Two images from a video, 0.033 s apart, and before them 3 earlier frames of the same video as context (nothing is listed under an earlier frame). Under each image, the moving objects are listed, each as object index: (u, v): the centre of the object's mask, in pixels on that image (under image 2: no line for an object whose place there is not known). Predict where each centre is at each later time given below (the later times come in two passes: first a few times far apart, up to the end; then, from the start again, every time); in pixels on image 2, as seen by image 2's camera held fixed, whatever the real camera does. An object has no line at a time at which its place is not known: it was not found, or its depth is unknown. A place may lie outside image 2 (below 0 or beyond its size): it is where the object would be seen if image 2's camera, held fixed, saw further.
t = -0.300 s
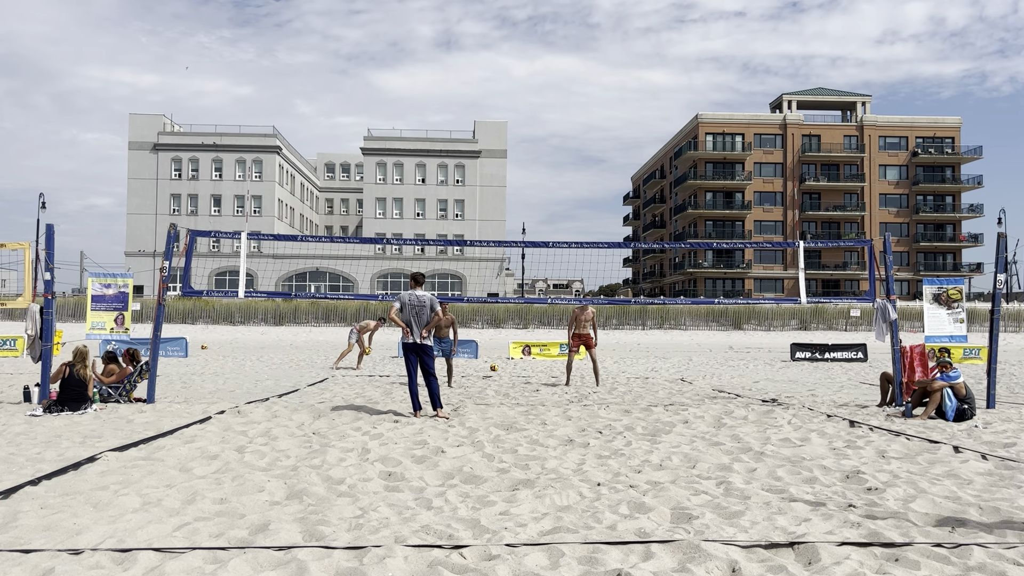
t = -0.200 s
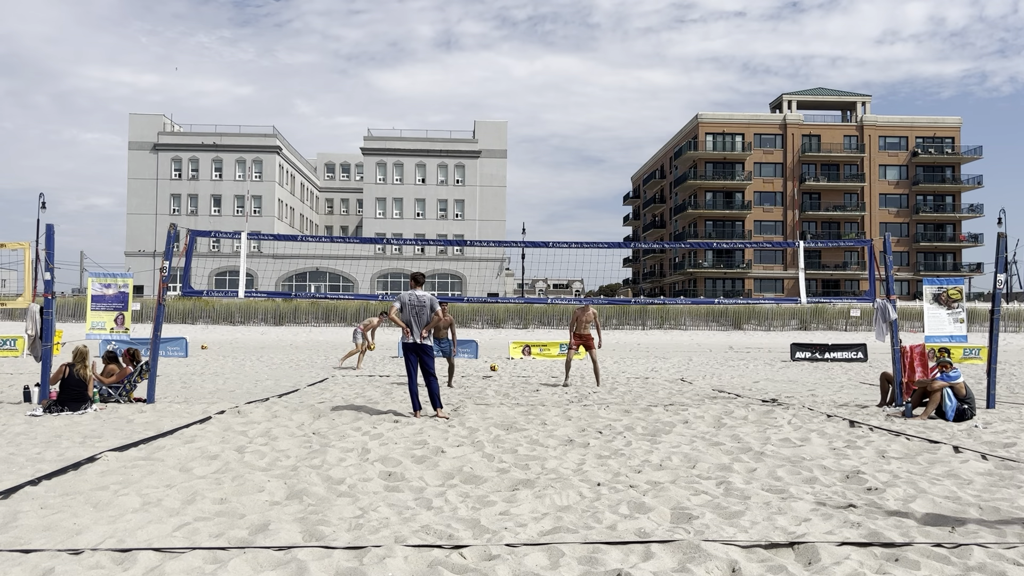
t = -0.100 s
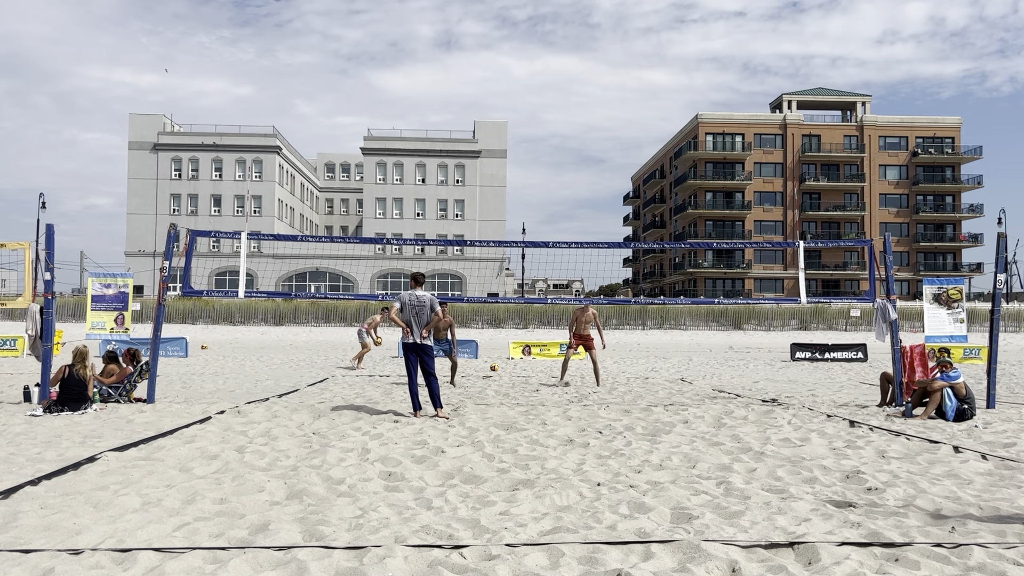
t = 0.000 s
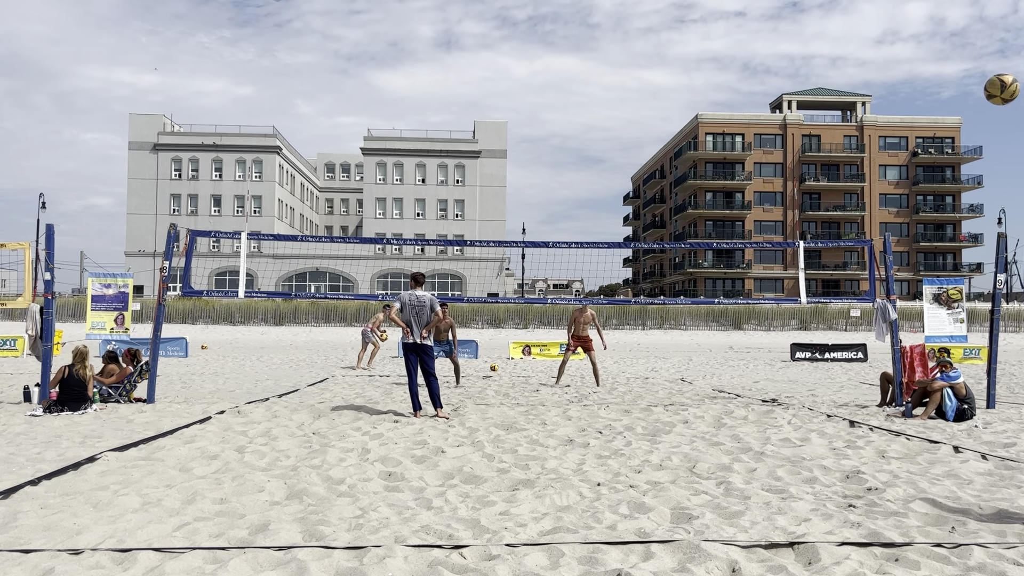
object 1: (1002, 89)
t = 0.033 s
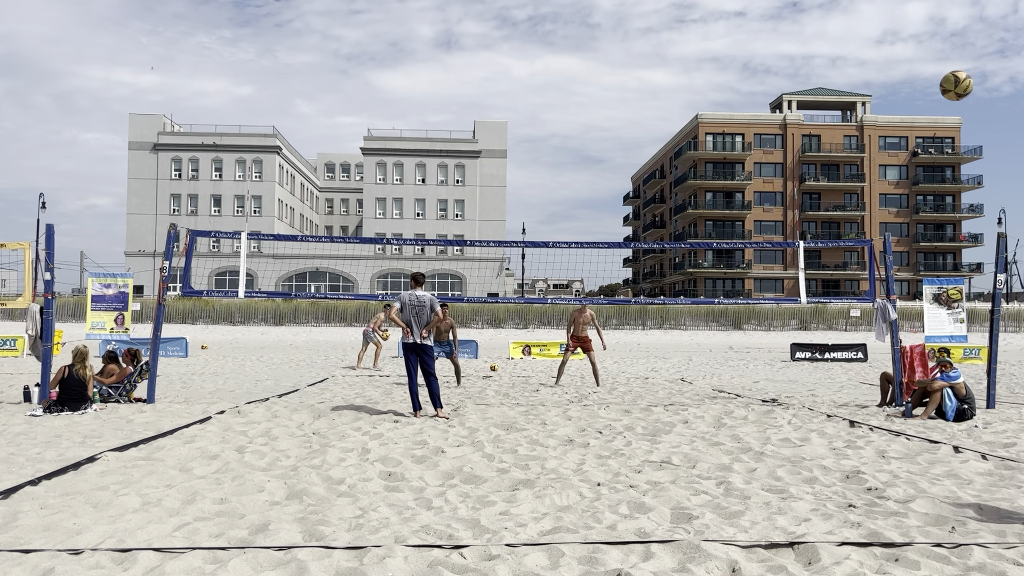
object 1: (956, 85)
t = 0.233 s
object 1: (770, 93)
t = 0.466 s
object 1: (653, 141)
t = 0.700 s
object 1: (584, 208)
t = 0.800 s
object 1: (561, 237)
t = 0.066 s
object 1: (916, 84)
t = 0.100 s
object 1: (880, 83)
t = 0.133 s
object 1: (848, 84)
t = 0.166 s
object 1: (819, 86)
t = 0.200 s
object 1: (793, 89)
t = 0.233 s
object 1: (770, 93)
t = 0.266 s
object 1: (749, 98)
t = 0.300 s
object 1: (729, 104)
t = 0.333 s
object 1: (711, 110)
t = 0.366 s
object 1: (695, 117)
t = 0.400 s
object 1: (680, 124)
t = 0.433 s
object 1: (666, 132)
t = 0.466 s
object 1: (653, 141)
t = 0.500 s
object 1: (642, 149)
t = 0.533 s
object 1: (631, 158)
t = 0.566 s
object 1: (620, 167)
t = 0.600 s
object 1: (610, 177)
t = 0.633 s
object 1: (601, 187)
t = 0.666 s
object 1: (592, 197)
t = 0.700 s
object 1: (584, 208)
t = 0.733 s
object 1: (576, 218)
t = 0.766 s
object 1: (568, 229)
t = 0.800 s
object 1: (561, 237)
